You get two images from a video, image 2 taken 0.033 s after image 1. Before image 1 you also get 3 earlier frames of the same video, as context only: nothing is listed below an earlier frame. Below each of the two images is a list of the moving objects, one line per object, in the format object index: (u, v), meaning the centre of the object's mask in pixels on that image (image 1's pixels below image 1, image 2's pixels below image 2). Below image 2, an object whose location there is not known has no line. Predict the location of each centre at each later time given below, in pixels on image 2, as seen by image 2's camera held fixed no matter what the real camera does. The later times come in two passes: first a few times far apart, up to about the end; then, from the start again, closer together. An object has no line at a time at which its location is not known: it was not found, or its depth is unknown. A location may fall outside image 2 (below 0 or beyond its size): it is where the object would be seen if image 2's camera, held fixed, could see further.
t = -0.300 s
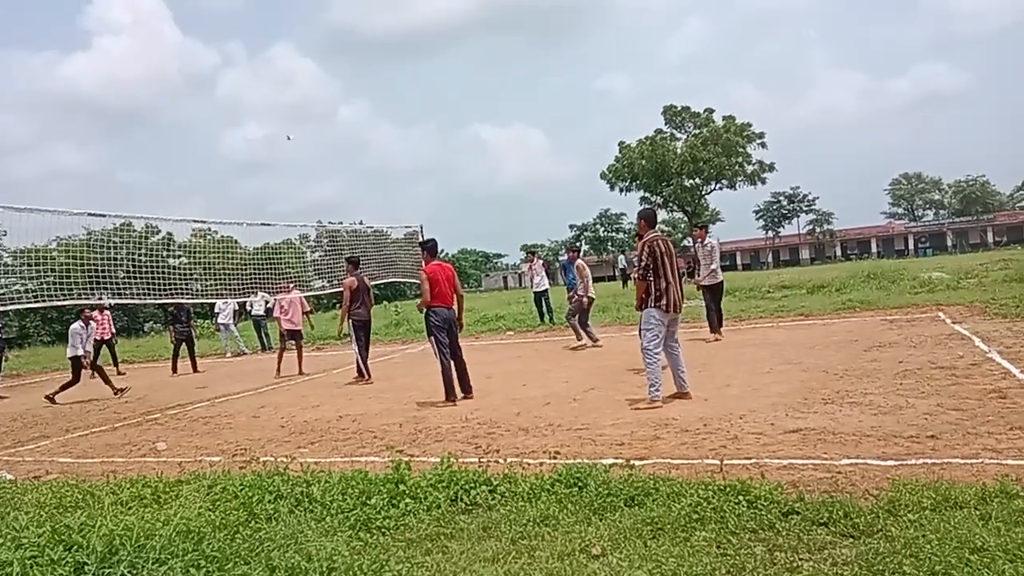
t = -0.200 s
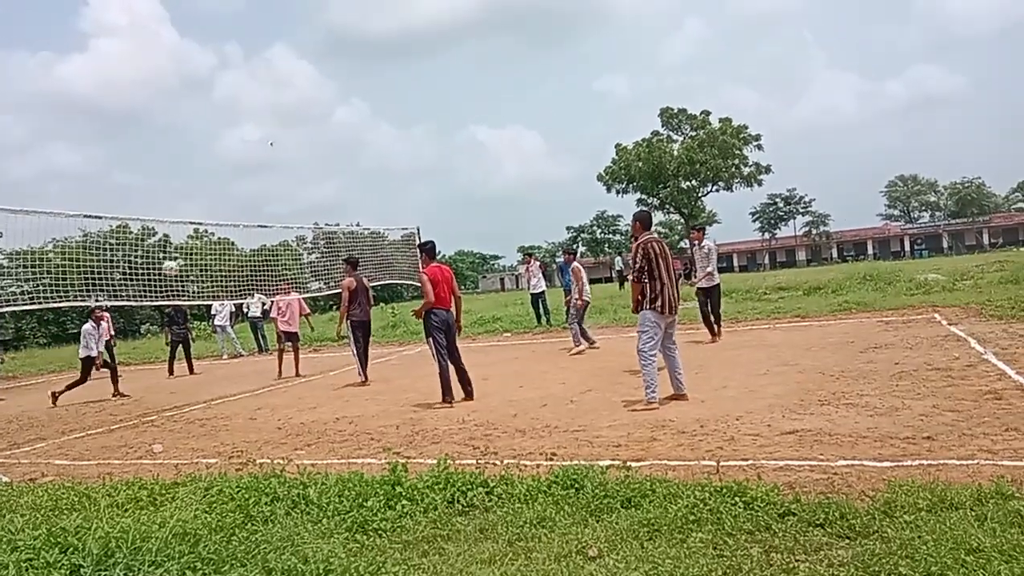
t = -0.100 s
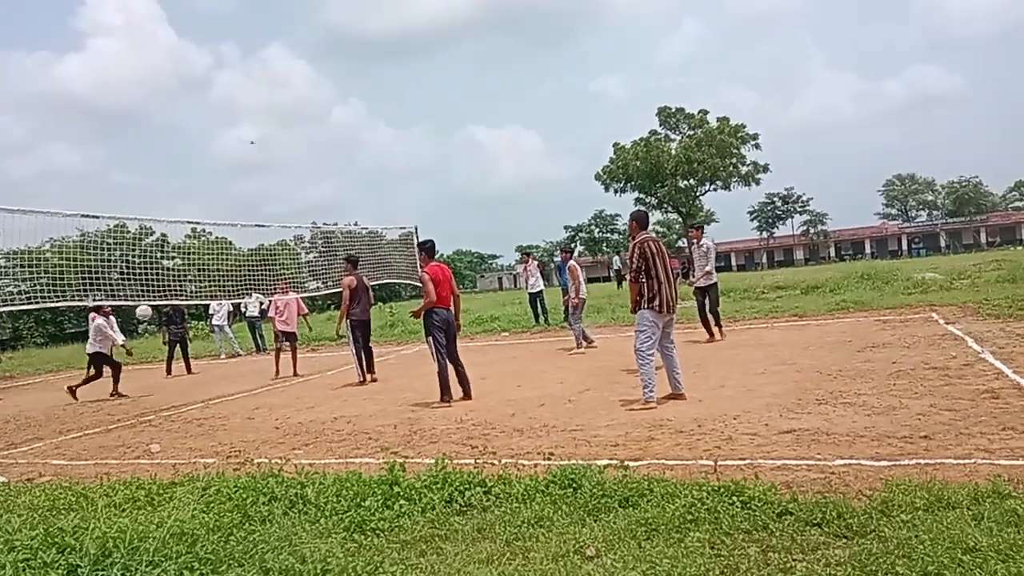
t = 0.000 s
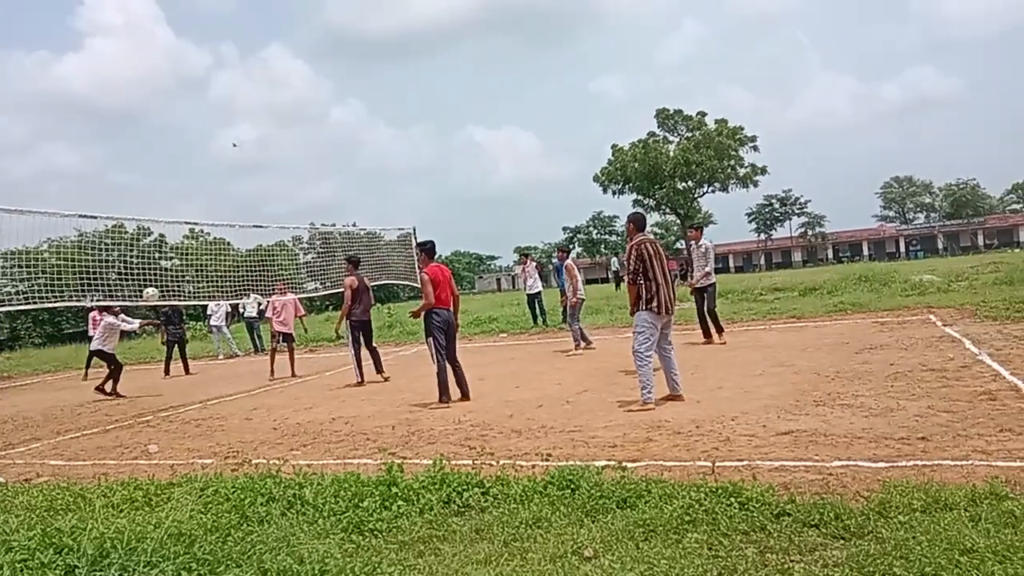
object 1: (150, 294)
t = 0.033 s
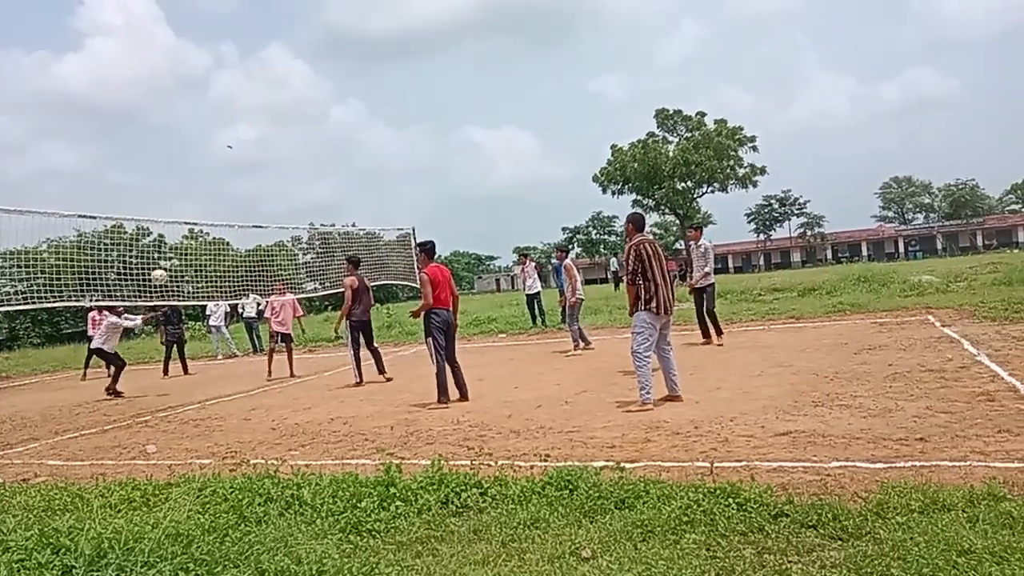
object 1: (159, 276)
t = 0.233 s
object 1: (215, 181)
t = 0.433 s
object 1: (277, 110)
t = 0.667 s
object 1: (355, 57)
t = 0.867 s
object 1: (426, 43)
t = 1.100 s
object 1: (516, 62)
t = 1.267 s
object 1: (582, 103)
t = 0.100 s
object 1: (176, 240)
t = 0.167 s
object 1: (196, 210)
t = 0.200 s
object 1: (205, 195)
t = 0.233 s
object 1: (215, 181)
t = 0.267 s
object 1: (226, 168)
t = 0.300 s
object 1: (236, 155)
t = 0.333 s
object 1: (247, 143)
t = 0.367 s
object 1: (256, 131)
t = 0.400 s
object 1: (267, 120)
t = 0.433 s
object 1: (277, 110)
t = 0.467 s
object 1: (288, 100)
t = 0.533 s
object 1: (310, 84)
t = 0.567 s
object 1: (321, 77)
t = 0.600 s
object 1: (332, 69)
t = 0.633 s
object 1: (343, 62)
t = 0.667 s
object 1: (355, 57)
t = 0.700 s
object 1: (367, 52)
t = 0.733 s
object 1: (378, 49)
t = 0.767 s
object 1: (390, 47)
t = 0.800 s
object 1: (403, 45)
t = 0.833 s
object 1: (415, 43)
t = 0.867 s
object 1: (426, 43)
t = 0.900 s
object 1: (438, 43)
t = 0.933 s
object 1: (452, 44)
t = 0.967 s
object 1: (465, 46)
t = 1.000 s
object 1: (477, 49)
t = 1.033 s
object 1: (490, 52)
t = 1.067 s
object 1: (503, 57)
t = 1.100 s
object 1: (516, 62)
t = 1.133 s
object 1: (528, 69)
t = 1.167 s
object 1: (542, 77)
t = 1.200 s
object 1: (556, 85)
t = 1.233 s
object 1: (569, 94)
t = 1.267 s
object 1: (582, 103)
